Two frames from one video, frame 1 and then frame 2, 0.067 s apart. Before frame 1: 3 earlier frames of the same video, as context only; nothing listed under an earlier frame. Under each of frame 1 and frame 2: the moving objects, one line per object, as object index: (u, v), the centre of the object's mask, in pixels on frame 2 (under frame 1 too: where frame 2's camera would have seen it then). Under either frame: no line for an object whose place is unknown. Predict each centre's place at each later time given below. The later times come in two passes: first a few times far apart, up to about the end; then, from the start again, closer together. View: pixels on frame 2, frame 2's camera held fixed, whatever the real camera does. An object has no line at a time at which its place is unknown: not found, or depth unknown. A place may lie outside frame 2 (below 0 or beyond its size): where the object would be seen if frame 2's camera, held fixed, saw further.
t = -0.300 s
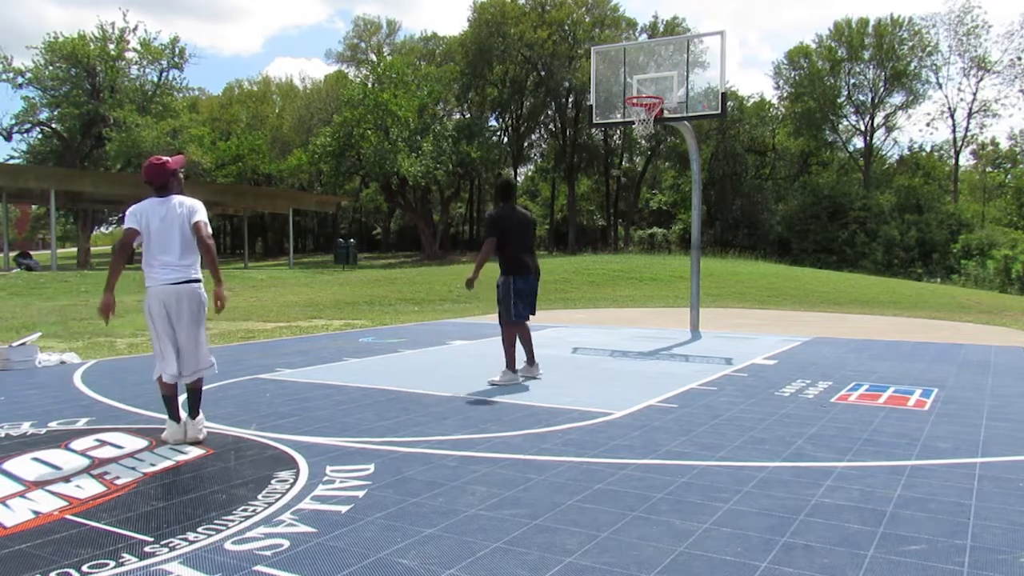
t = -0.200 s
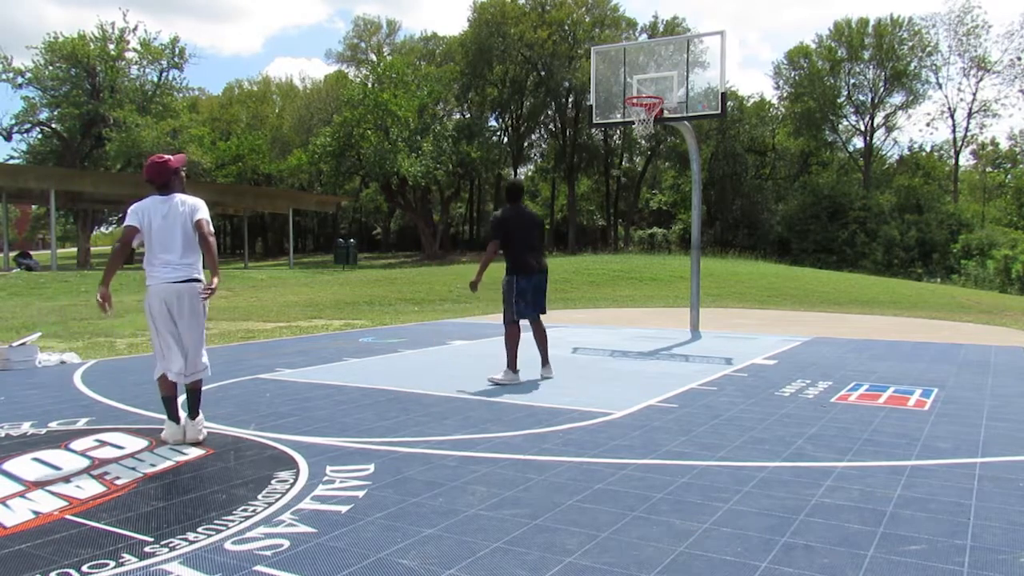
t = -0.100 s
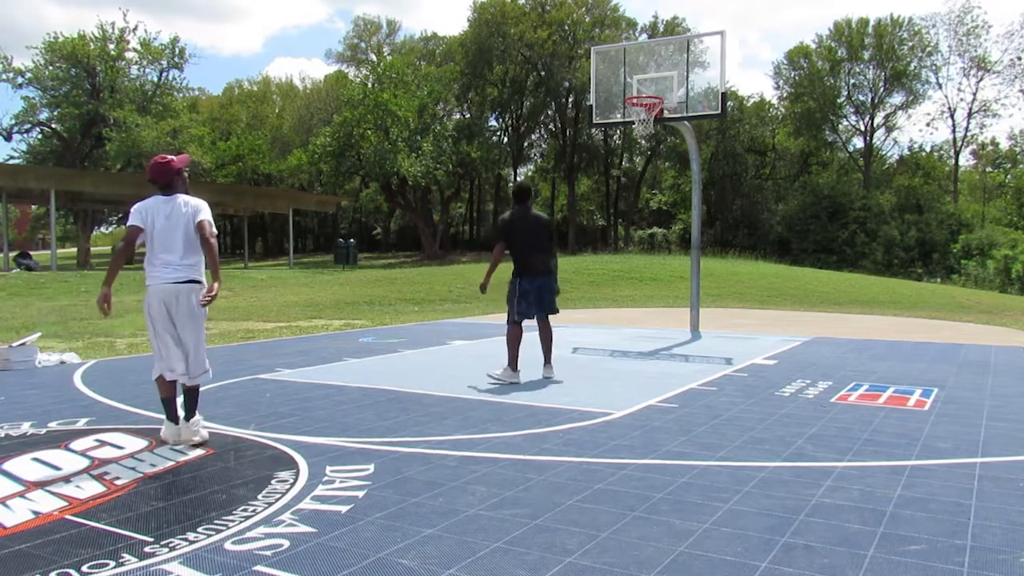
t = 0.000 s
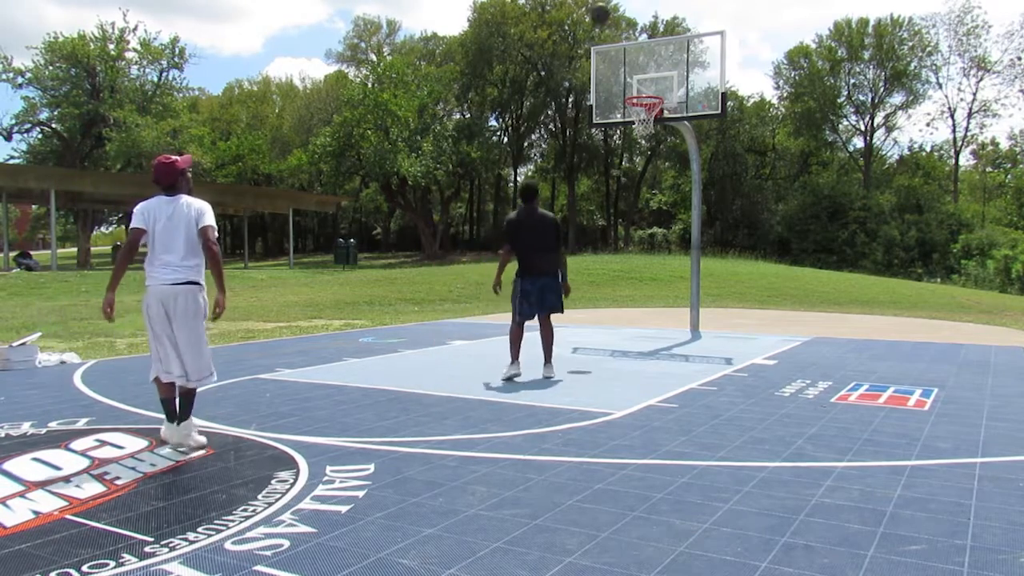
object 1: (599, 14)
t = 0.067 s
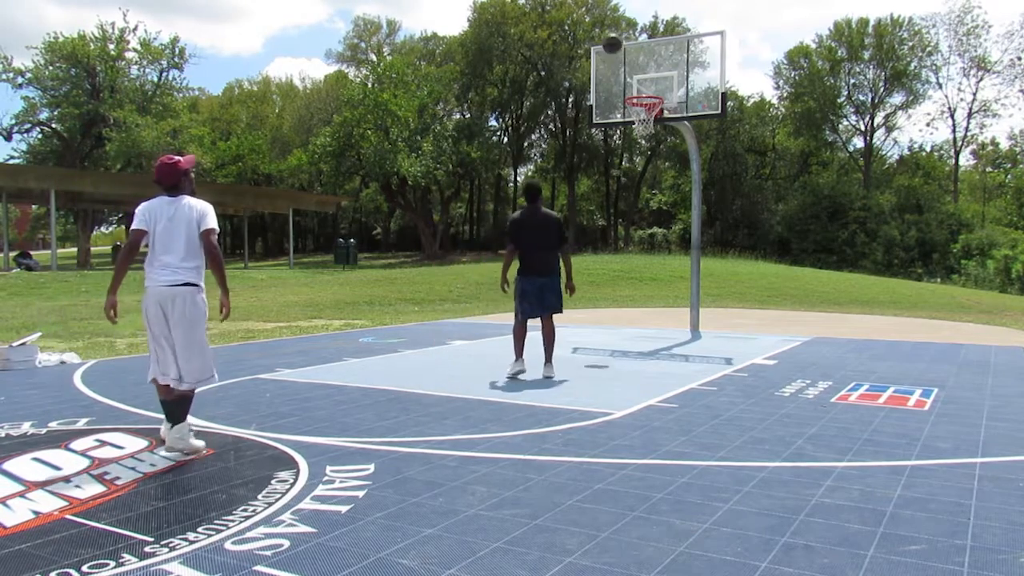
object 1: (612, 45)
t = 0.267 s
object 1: (647, 80)
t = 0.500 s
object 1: (662, 57)
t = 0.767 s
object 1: (671, 77)
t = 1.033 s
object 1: (682, 158)
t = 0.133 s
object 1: (623, 75)
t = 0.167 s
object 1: (628, 91)
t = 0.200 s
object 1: (634, 88)
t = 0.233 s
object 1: (641, 84)
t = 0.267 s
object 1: (647, 80)
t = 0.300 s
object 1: (654, 77)
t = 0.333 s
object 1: (657, 73)
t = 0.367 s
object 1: (658, 68)
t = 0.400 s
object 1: (659, 64)
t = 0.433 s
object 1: (660, 62)
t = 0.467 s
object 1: (661, 59)
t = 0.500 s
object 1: (662, 57)
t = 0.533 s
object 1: (663, 57)
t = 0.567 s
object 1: (664, 57)
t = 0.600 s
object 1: (665, 57)
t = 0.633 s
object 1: (666, 60)
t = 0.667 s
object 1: (667, 62)
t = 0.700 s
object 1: (668, 66)
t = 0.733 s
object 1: (670, 71)
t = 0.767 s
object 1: (671, 77)
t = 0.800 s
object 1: (672, 84)
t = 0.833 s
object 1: (674, 92)
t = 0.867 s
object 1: (675, 100)
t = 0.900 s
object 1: (676, 110)
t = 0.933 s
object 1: (678, 120)
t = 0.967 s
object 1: (679, 133)
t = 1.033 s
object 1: (682, 158)
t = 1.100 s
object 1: (685, 192)
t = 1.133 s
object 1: (687, 209)
